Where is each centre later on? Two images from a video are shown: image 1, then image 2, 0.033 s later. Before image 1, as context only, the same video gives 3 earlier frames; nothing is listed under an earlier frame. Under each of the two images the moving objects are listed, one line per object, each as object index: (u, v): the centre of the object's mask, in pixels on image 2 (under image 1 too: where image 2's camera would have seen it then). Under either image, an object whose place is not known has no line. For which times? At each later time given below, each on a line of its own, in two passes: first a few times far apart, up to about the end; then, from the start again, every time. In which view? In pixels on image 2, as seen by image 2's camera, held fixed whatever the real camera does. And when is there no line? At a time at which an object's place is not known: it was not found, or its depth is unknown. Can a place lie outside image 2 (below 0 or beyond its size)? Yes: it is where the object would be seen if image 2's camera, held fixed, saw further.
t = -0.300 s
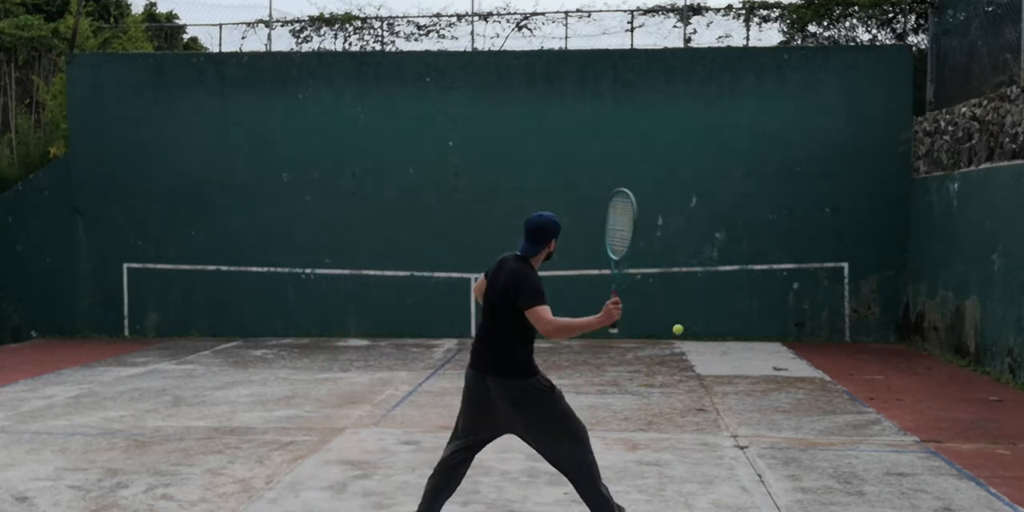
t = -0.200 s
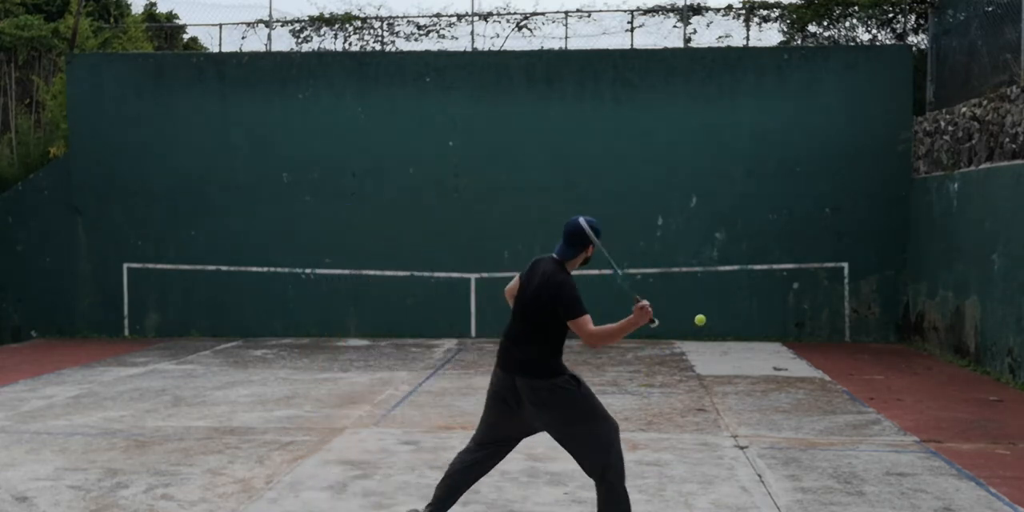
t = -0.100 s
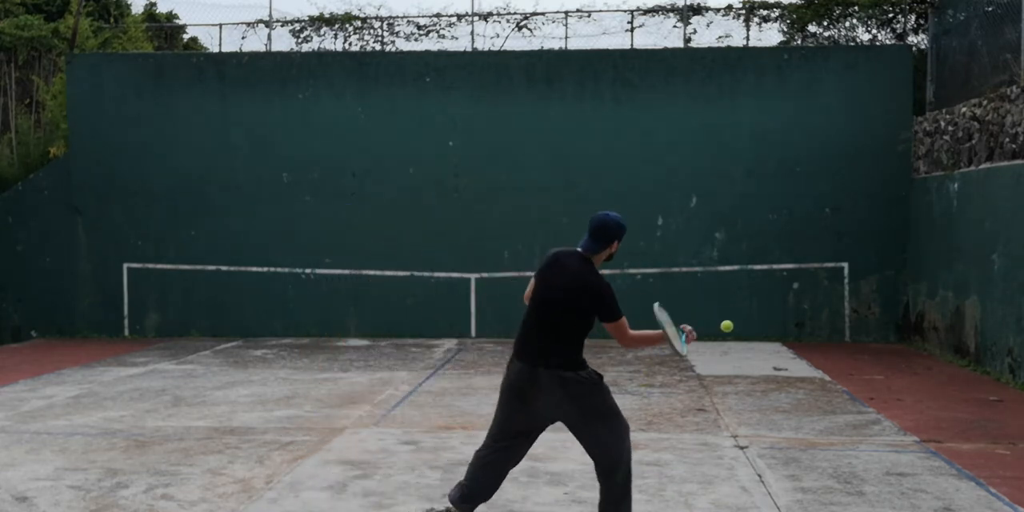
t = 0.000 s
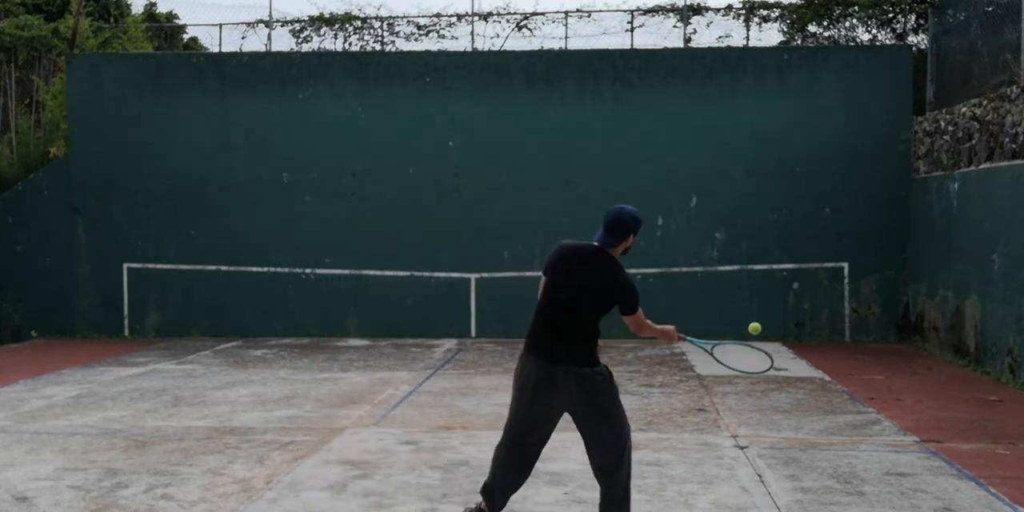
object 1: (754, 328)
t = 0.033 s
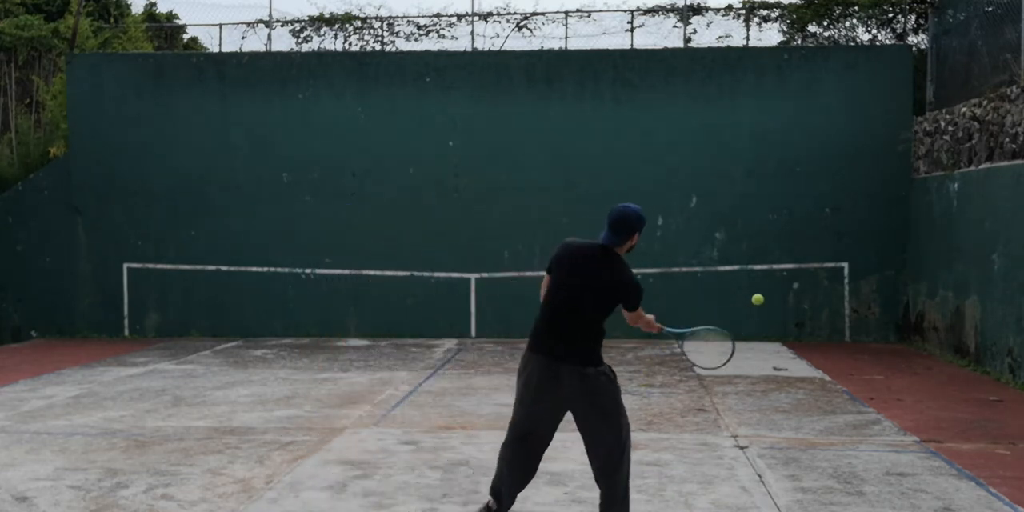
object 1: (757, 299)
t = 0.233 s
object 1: (769, 224)
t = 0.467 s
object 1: (792, 222)
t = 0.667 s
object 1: (871, 271)
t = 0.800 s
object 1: (945, 342)
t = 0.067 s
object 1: (760, 277)
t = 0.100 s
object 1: (762, 260)
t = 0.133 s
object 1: (764, 247)
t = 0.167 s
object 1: (766, 237)
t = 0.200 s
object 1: (768, 230)
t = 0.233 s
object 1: (769, 224)
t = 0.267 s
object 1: (771, 220)
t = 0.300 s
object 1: (772, 218)
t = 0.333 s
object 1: (773, 217)
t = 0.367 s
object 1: (774, 216)
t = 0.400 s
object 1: (775, 217)
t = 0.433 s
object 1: (781, 219)
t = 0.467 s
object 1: (792, 222)
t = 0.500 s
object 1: (803, 227)
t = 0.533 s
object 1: (815, 233)
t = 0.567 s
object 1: (828, 240)
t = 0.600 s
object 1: (842, 248)
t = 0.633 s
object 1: (856, 259)
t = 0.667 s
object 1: (871, 271)
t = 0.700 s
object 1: (888, 285)
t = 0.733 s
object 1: (905, 301)
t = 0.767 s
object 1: (925, 320)
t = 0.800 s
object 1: (945, 342)
